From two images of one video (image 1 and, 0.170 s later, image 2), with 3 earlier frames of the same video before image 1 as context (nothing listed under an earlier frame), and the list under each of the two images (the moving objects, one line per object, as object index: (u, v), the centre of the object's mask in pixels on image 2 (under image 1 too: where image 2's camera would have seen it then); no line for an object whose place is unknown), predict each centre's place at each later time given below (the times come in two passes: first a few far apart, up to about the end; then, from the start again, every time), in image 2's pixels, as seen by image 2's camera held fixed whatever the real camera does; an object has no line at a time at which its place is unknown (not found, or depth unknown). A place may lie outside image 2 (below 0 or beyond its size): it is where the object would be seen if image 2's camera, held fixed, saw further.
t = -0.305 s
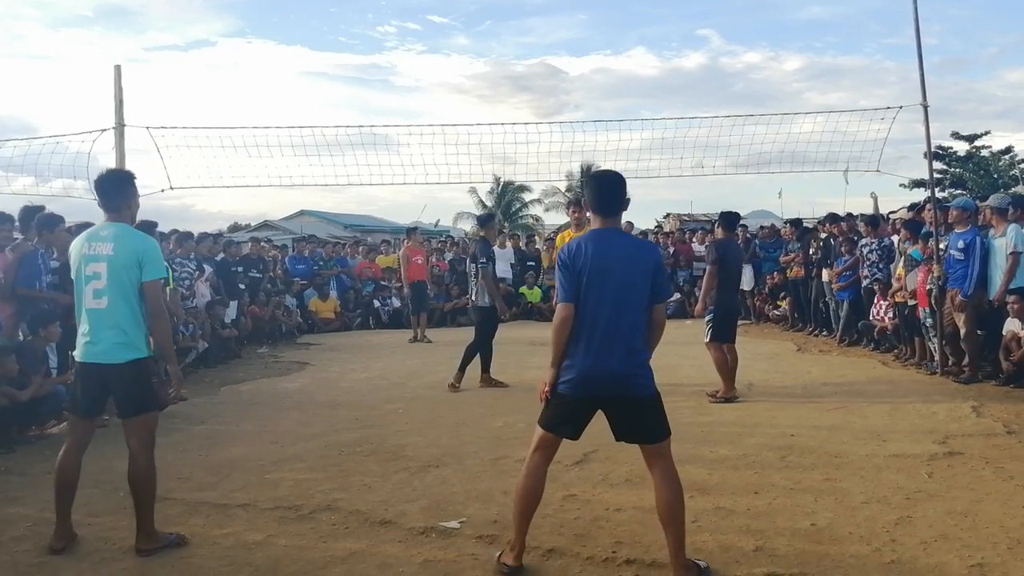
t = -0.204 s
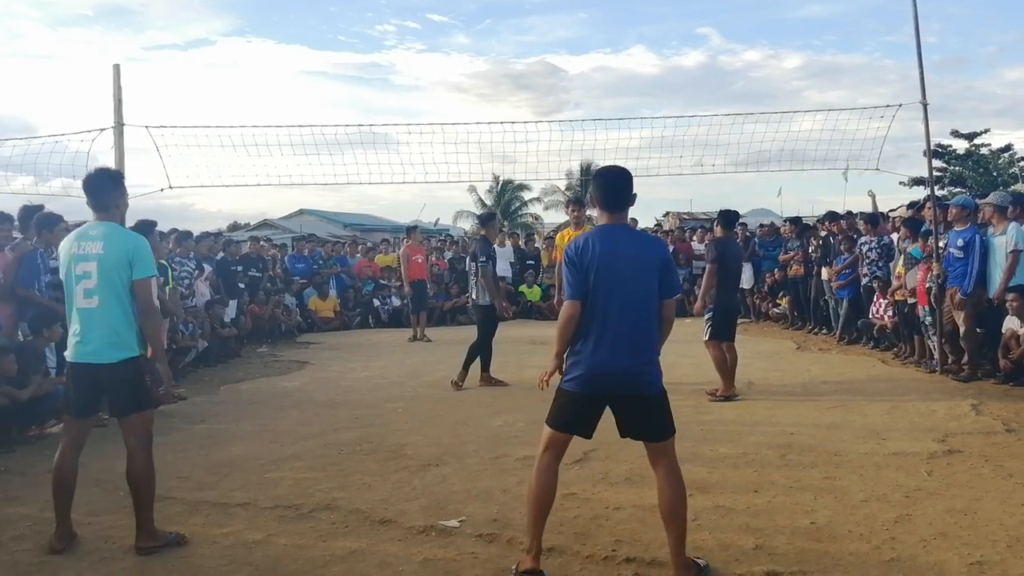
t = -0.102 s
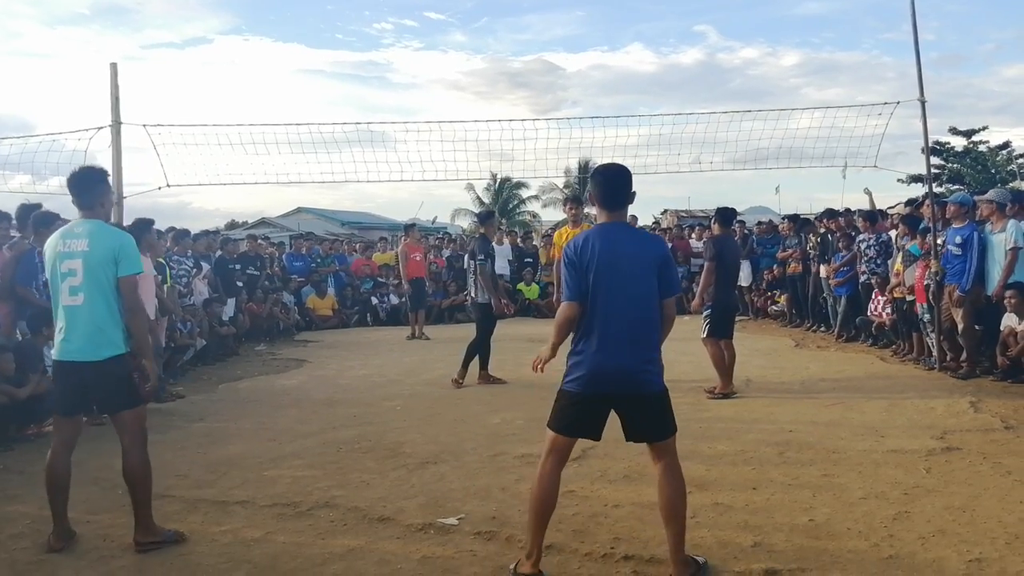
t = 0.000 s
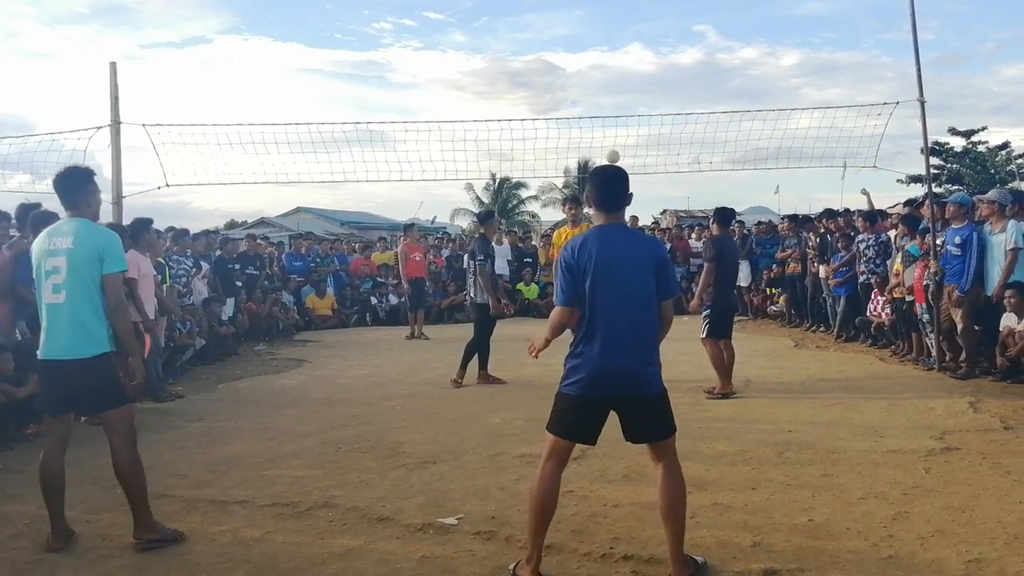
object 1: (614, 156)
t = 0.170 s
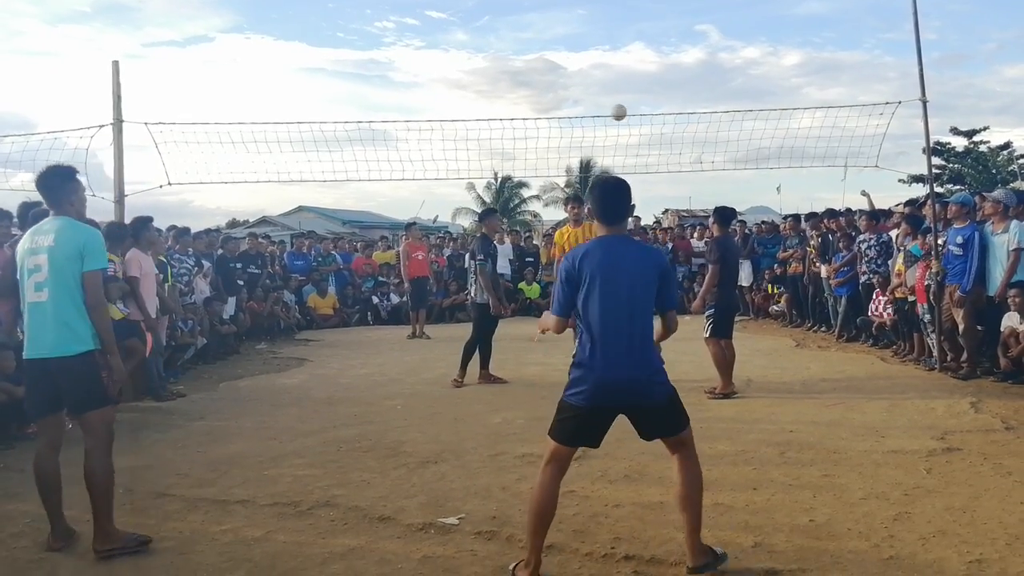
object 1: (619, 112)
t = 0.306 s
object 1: (620, 81)
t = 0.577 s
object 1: (626, 42)
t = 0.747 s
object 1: (635, 53)
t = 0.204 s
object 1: (619, 104)
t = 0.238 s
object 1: (620, 96)
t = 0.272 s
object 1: (620, 88)
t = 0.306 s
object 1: (620, 81)
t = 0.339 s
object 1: (620, 74)
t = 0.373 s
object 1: (621, 67)
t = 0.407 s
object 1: (622, 61)
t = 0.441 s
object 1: (622, 56)
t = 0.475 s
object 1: (623, 51)
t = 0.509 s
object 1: (623, 47)
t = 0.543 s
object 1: (624, 44)
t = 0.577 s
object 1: (626, 42)
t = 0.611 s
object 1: (627, 40)
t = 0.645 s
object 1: (629, 41)
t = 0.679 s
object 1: (631, 43)
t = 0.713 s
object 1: (632, 46)
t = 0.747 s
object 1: (635, 53)
